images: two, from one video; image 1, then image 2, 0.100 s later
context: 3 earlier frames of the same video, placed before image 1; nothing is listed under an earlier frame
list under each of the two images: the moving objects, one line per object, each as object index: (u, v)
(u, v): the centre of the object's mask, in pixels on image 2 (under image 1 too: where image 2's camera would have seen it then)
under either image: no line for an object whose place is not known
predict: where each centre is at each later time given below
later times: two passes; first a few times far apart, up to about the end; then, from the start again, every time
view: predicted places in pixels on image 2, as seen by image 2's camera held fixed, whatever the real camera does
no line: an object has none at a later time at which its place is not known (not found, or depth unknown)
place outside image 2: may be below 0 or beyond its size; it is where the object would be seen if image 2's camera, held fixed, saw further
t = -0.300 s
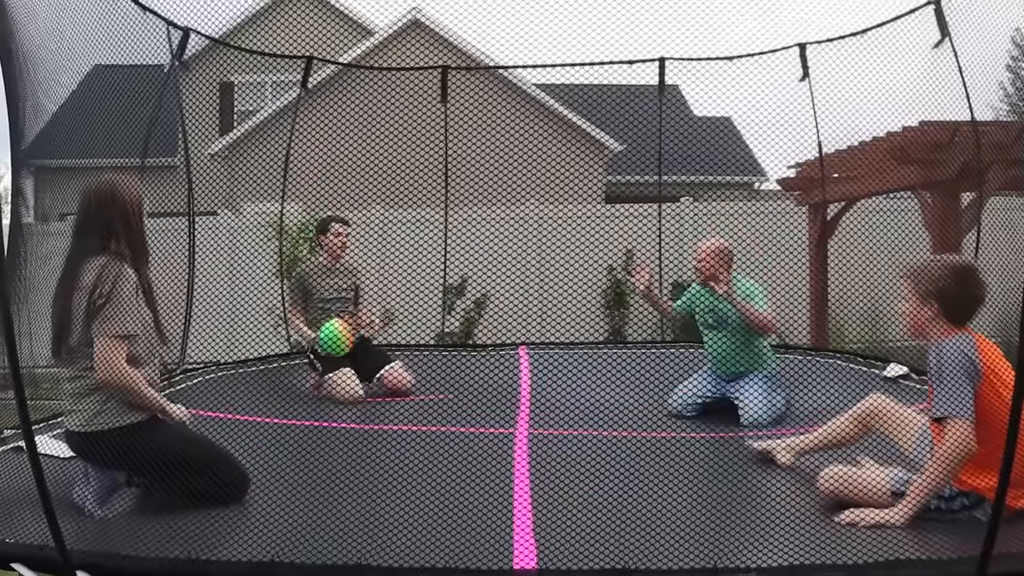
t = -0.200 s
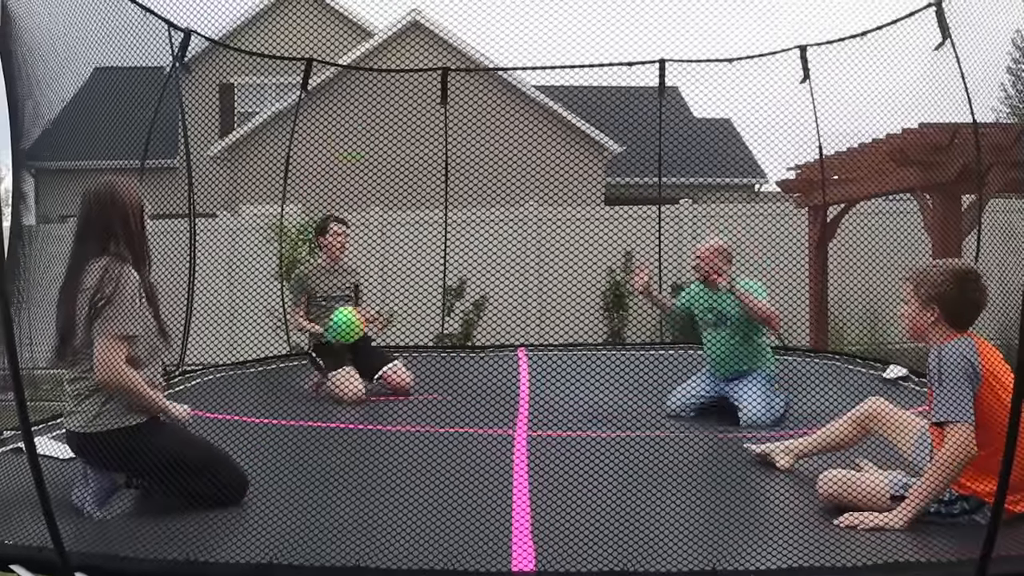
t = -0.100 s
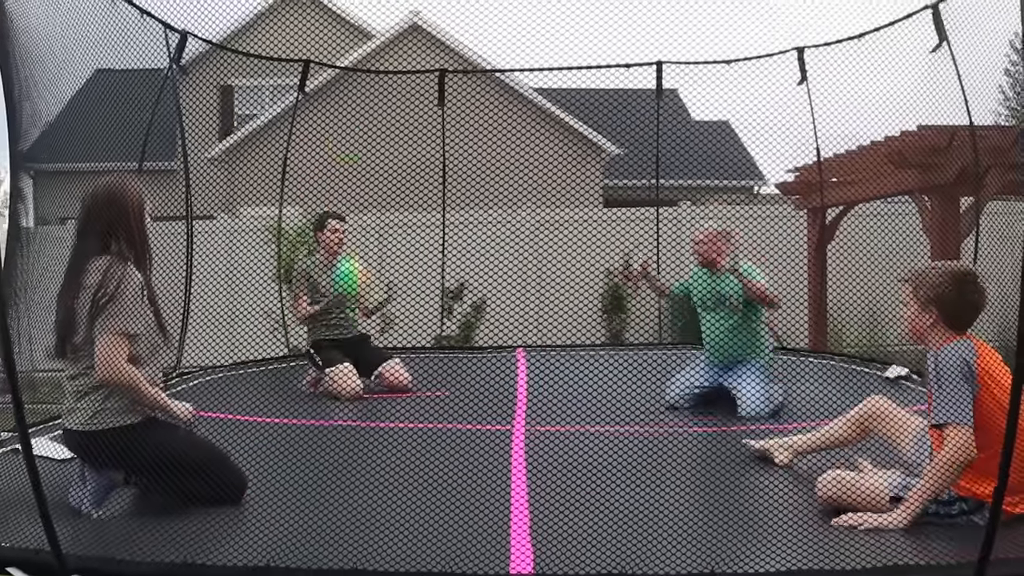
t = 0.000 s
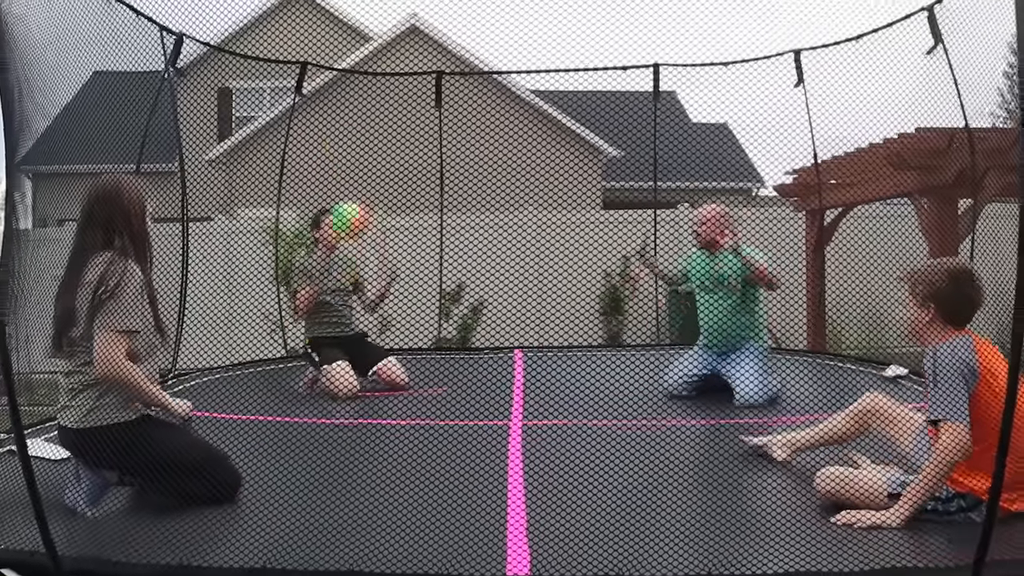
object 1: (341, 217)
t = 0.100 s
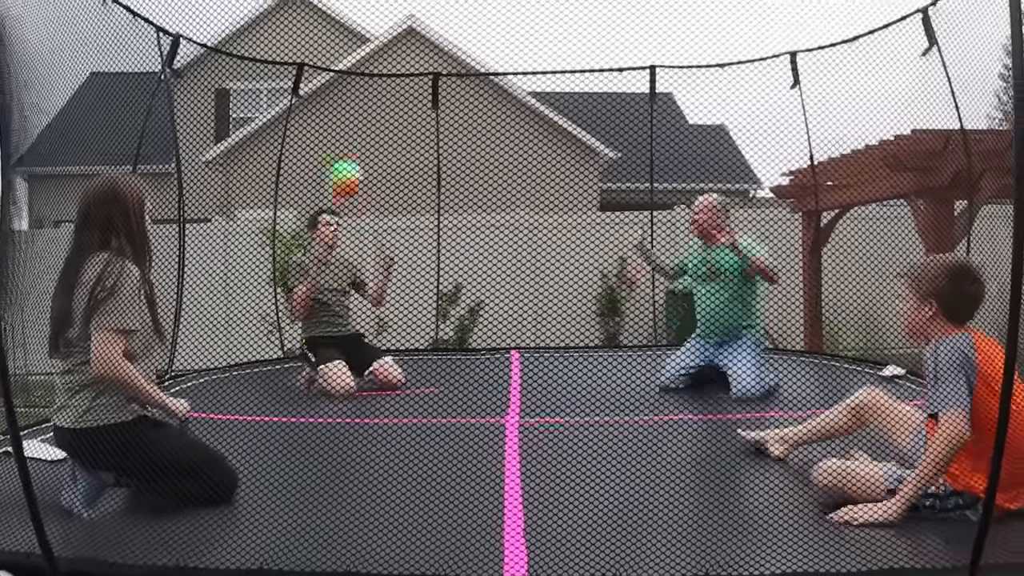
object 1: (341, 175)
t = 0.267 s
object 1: (341, 149)
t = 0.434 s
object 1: (340, 163)
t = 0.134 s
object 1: (342, 169)
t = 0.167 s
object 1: (343, 161)
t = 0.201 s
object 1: (342, 155)
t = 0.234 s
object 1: (342, 149)
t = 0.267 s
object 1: (341, 149)
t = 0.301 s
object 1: (341, 148)
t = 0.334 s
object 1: (341, 148)
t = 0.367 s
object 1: (342, 149)
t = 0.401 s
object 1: (340, 157)
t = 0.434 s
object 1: (340, 163)
